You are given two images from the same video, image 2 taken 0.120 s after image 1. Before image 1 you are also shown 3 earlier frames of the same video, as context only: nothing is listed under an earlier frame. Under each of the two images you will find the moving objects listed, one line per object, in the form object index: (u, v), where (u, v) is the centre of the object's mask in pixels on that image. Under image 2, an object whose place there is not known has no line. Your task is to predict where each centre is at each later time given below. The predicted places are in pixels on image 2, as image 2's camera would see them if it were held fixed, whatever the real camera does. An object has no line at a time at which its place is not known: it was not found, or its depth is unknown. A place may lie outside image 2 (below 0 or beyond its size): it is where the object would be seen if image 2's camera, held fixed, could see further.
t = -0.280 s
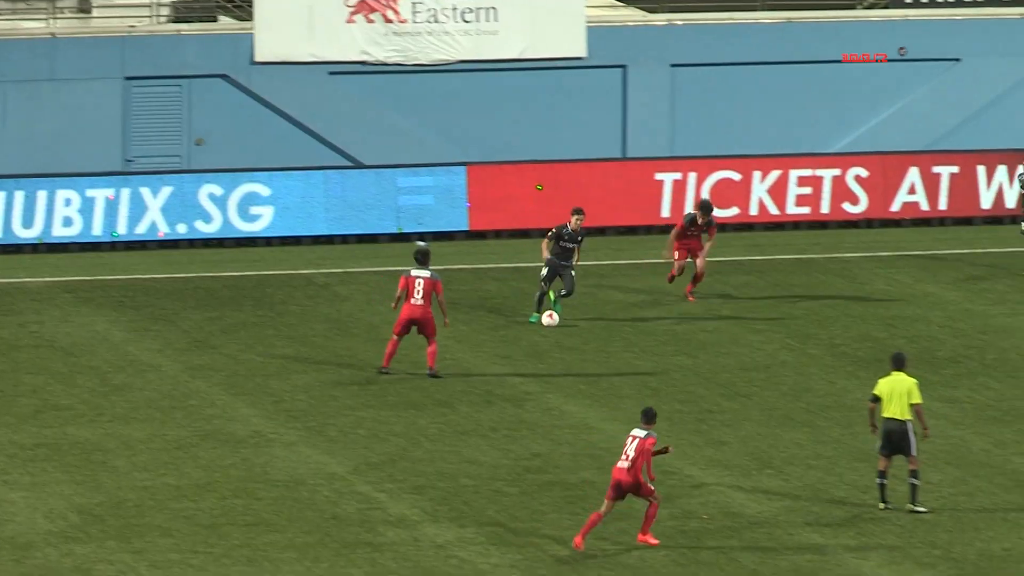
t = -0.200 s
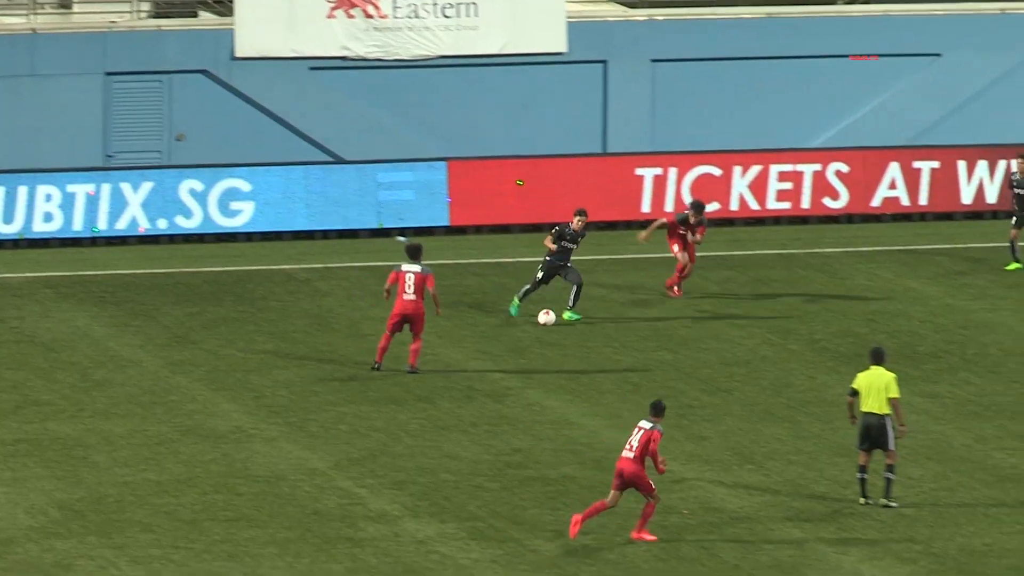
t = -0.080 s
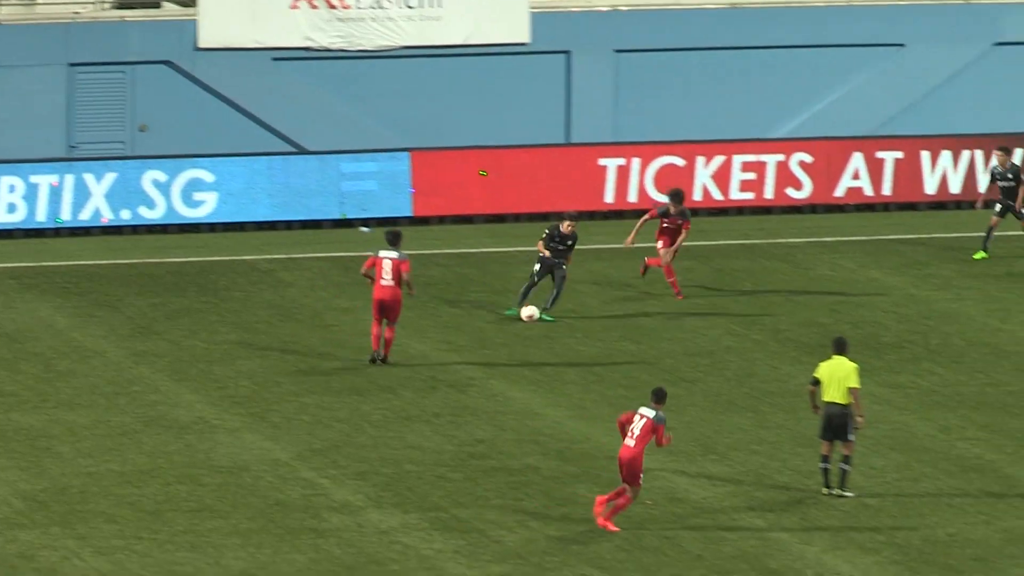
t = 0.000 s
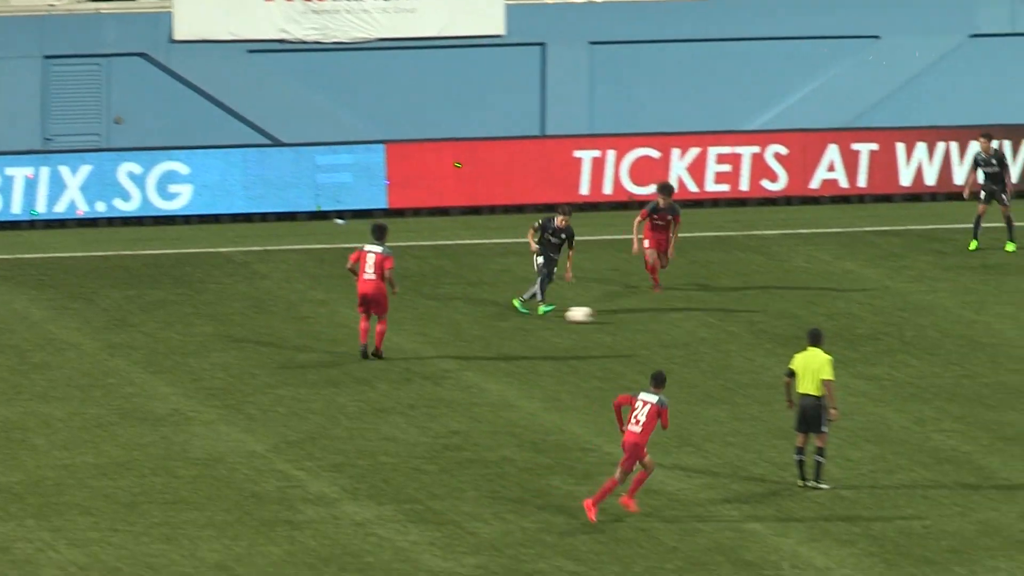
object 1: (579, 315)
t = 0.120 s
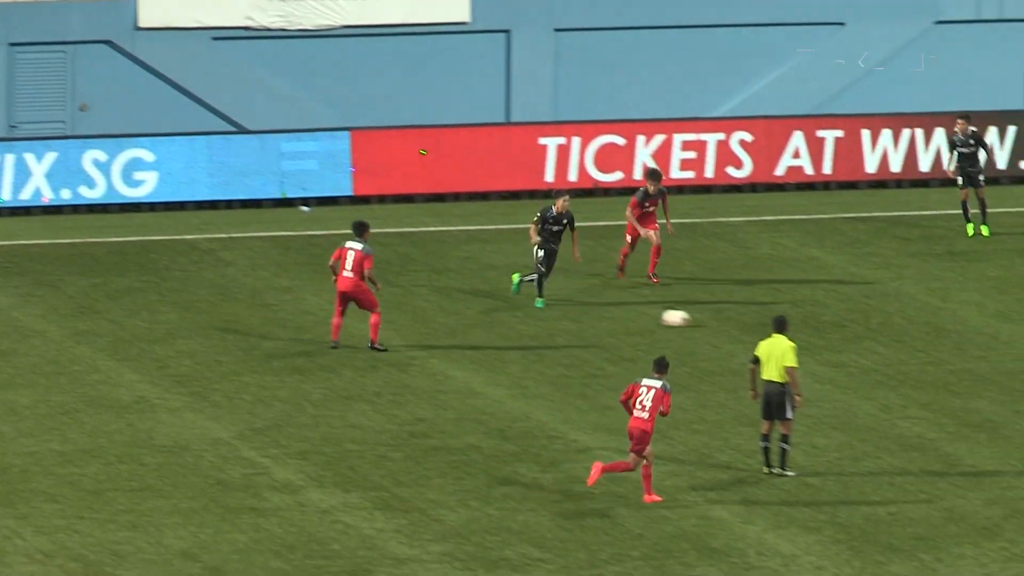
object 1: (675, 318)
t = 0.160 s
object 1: (716, 323)
